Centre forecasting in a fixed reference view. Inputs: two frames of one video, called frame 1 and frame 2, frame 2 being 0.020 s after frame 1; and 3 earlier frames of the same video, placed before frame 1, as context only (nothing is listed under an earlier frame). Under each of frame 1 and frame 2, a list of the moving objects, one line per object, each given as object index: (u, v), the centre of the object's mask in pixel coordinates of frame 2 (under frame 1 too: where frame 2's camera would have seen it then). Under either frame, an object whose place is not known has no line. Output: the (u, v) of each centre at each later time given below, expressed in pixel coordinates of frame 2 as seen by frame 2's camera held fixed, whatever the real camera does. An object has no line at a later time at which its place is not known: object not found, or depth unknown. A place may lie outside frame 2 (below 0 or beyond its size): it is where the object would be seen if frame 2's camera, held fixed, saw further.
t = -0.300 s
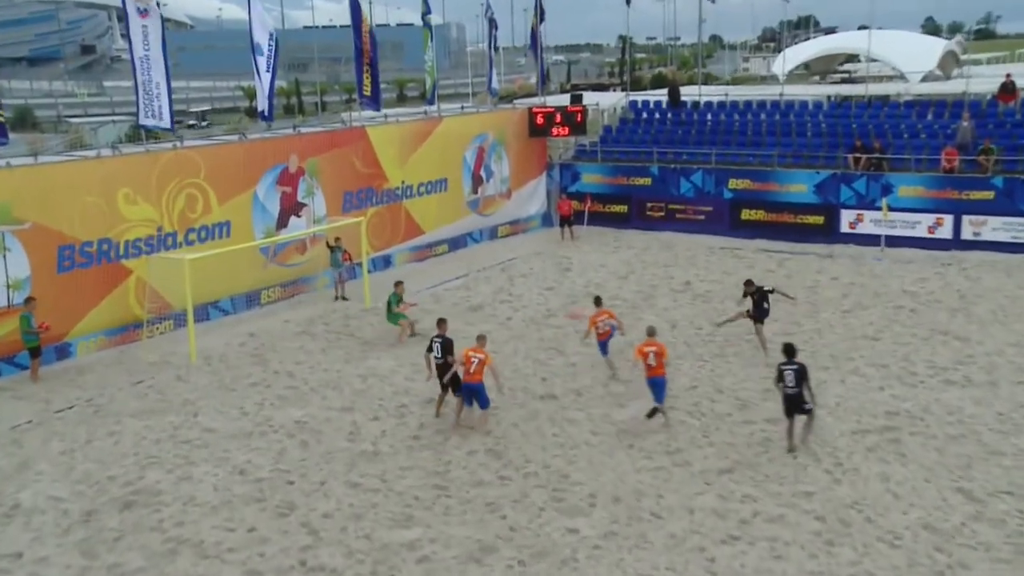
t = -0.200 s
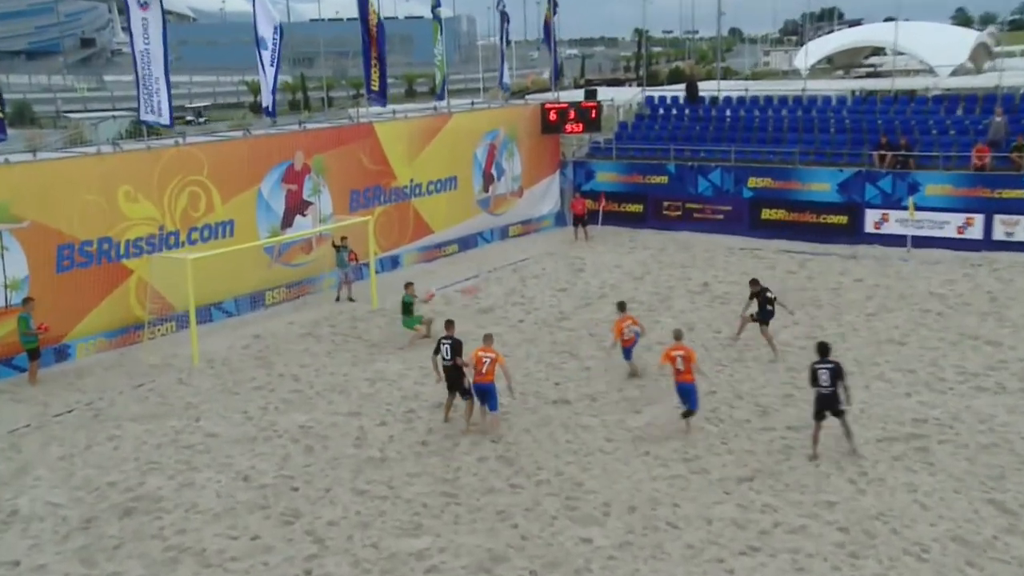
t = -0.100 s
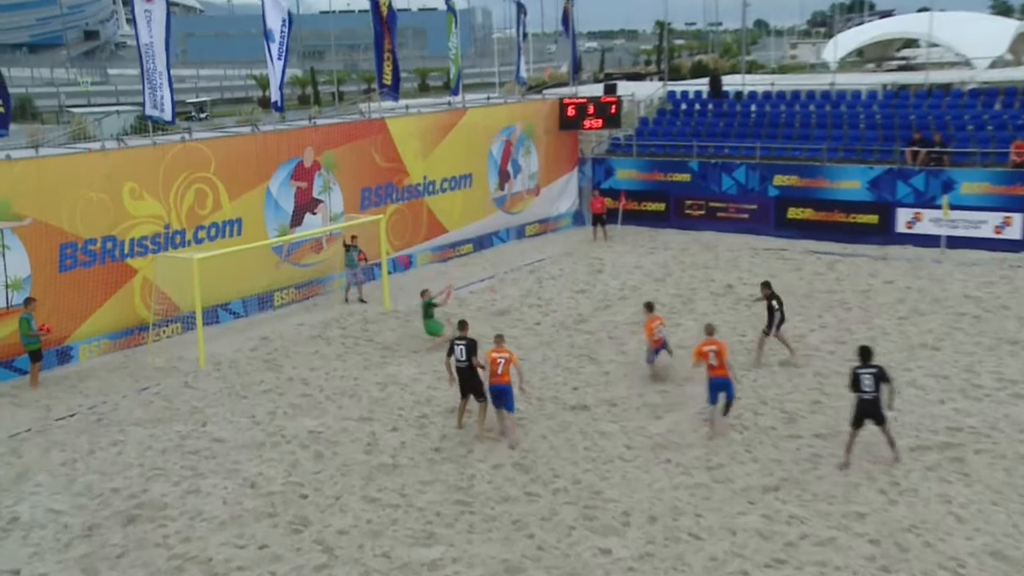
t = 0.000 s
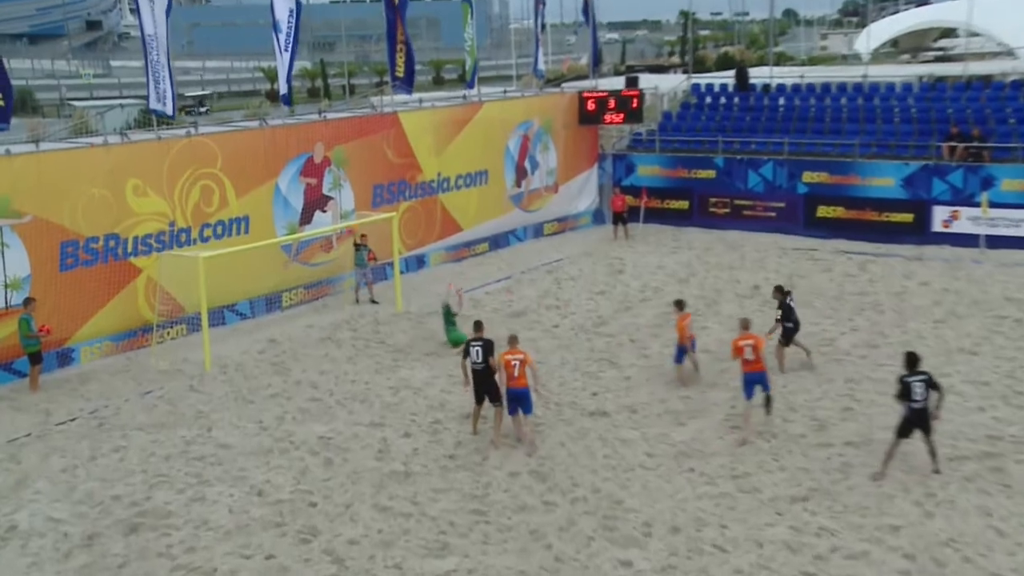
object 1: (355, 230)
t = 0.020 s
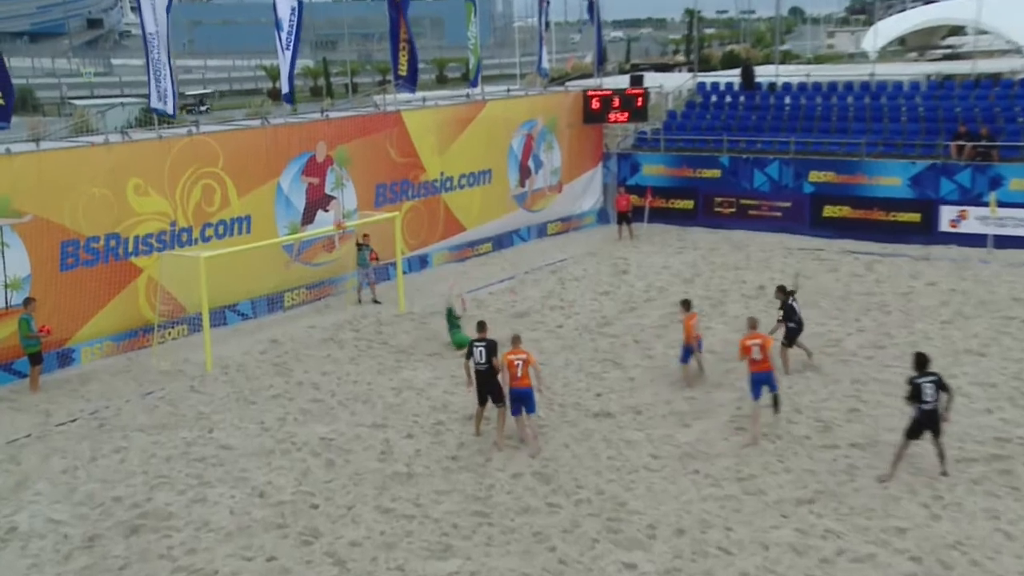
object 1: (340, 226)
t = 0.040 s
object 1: (326, 219)
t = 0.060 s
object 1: (317, 215)
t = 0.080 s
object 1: (301, 209)
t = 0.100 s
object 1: (289, 205)
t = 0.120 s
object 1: (276, 203)
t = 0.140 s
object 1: (265, 199)
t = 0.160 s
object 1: (252, 195)
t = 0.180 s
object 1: (240, 191)
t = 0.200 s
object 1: (229, 188)
